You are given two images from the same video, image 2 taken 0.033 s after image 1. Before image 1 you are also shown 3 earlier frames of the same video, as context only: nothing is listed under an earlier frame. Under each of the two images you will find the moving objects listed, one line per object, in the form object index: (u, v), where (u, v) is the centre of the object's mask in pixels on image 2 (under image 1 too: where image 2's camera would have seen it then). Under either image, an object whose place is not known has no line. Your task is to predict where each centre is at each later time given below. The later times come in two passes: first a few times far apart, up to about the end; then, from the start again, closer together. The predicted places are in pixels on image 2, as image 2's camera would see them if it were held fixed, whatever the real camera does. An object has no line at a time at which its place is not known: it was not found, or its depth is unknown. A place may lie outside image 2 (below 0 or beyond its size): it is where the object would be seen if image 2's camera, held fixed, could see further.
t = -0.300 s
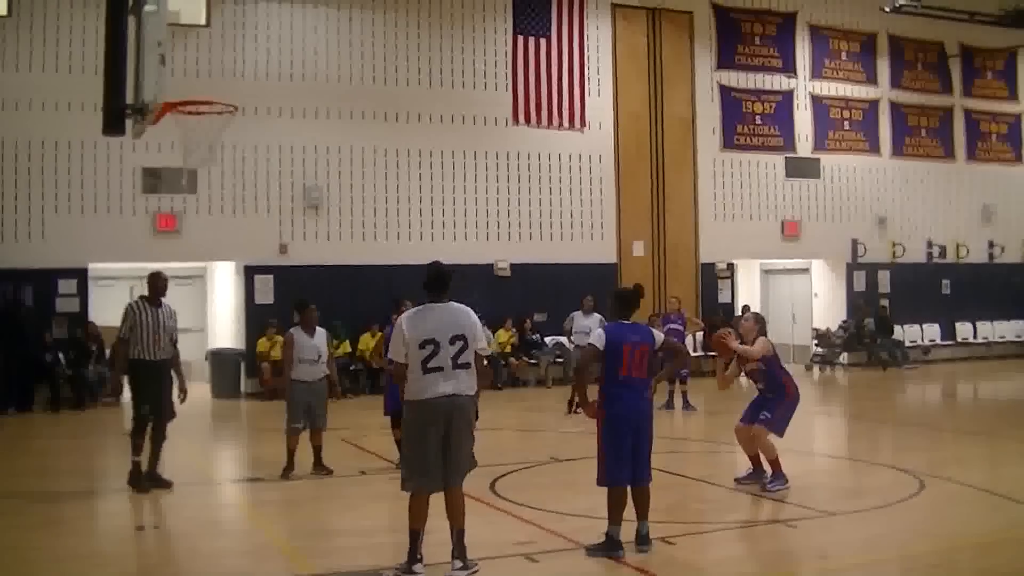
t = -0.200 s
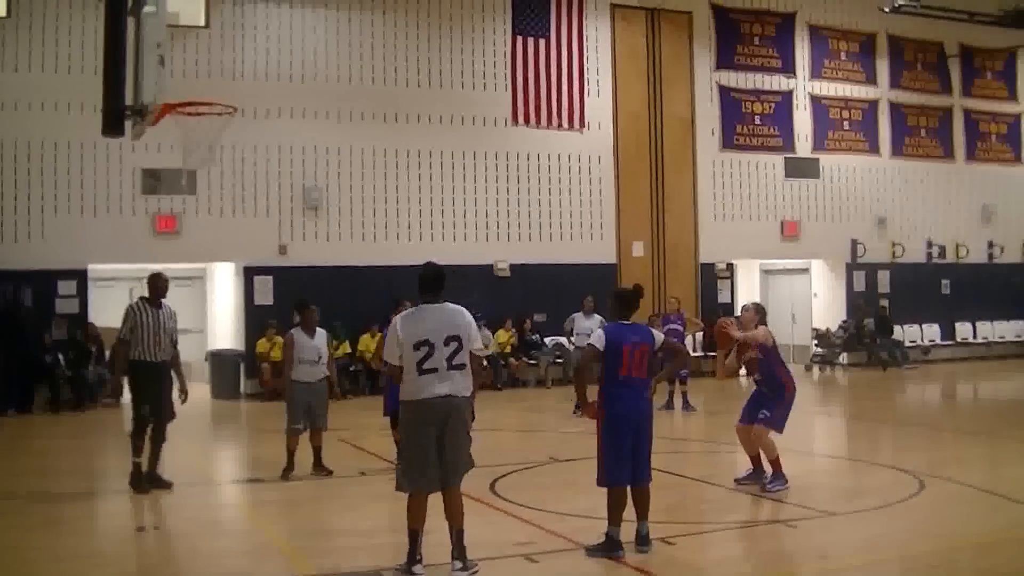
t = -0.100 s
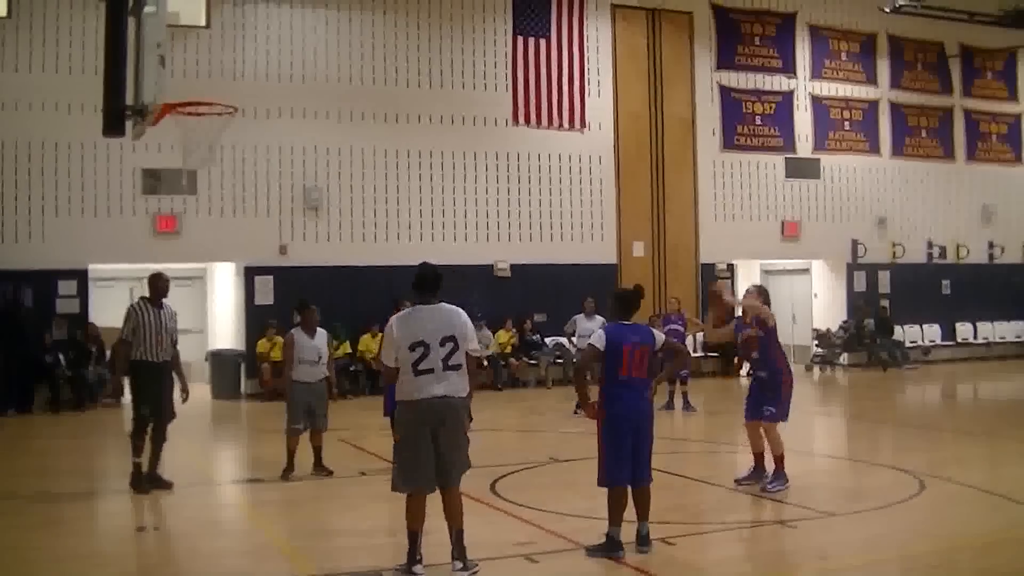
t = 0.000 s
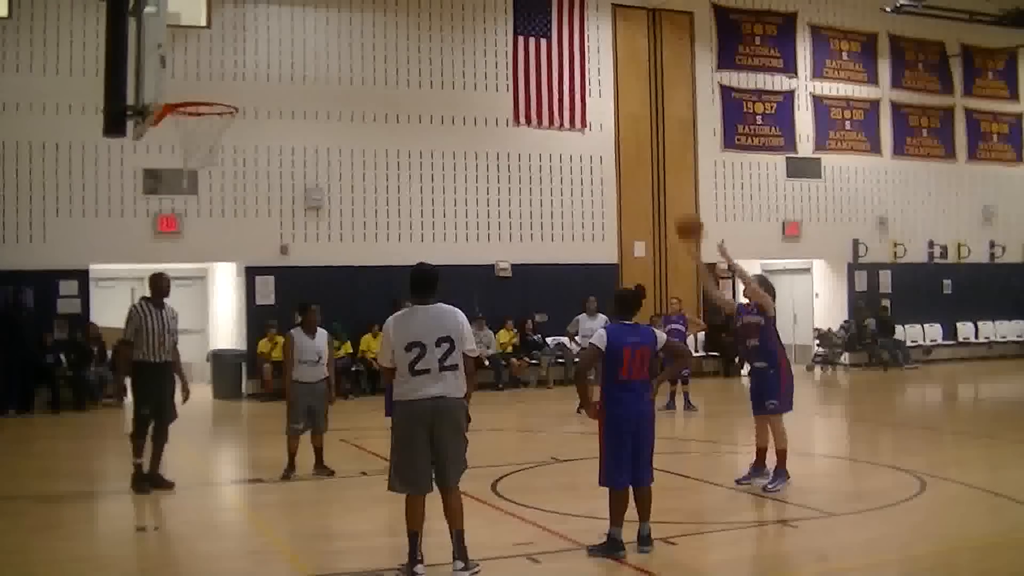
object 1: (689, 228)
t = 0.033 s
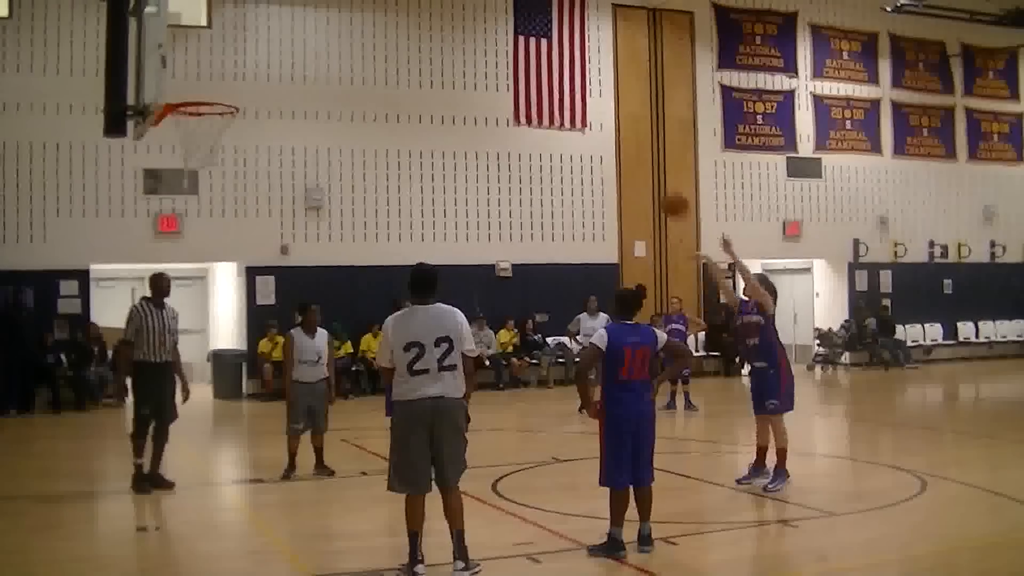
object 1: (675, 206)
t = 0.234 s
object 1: (583, 91)
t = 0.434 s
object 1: (490, 23)
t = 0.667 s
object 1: (383, 4)
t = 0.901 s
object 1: (271, 57)
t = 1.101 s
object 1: (179, 139)
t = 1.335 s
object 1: (163, 178)
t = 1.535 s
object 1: (152, 266)
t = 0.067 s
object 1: (660, 183)
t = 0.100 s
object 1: (643, 163)
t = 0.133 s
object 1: (629, 143)
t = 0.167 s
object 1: (613, 124)
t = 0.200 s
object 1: (599, 106)
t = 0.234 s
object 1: (583, 91)
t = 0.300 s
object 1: (552, 62)
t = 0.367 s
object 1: (521, 39)
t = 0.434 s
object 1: (490, 23)
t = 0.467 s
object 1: (476, 16)
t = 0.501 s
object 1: (461, 10)
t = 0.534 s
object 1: (445, 6)
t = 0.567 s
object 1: (430, 4)
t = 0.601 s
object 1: (414, 2)
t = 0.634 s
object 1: (399, 2)
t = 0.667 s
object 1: (383, 4)
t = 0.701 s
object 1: (367, 7)
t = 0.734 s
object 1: (351, 11)
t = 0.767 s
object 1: (336, 18)
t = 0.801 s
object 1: (319, 25)
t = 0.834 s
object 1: (303, 34)
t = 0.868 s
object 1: (288, 45)
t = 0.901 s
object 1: (271, 57)
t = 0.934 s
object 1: (255, 70)
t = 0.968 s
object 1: (239, 85)
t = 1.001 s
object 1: (224, 101)
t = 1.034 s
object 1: (208, 113)
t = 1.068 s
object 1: (192, 127)
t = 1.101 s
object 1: (179, 139)
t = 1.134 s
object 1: (173, 143)
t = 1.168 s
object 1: (170, 145)
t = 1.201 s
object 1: (169, 148)
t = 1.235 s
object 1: (167, 153)
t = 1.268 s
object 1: (165, 160)
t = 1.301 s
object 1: (164, 168)
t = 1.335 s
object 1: (163, 178)
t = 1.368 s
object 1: (160, 186)
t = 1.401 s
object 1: (159, 194)
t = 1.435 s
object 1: (159, 215)
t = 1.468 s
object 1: (158, 231)
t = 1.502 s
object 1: (156, 249)
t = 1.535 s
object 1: (152, 266)
